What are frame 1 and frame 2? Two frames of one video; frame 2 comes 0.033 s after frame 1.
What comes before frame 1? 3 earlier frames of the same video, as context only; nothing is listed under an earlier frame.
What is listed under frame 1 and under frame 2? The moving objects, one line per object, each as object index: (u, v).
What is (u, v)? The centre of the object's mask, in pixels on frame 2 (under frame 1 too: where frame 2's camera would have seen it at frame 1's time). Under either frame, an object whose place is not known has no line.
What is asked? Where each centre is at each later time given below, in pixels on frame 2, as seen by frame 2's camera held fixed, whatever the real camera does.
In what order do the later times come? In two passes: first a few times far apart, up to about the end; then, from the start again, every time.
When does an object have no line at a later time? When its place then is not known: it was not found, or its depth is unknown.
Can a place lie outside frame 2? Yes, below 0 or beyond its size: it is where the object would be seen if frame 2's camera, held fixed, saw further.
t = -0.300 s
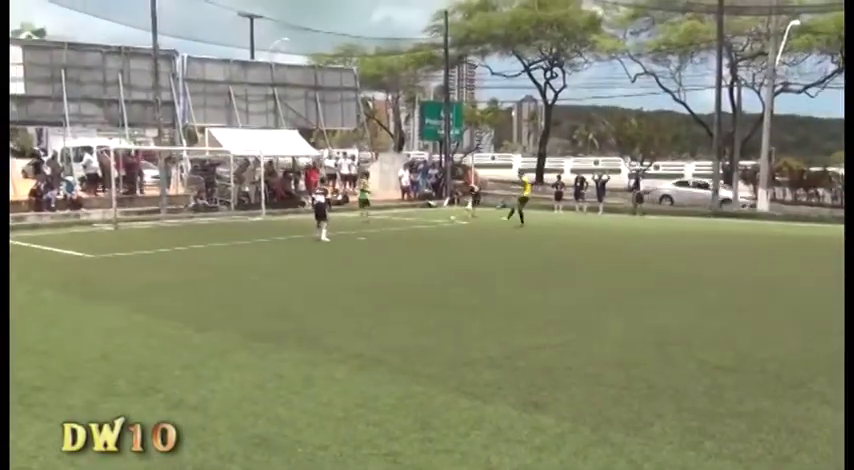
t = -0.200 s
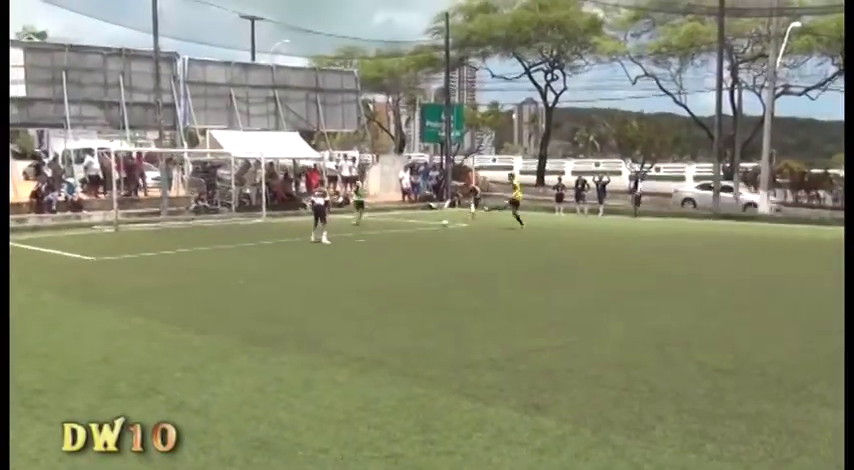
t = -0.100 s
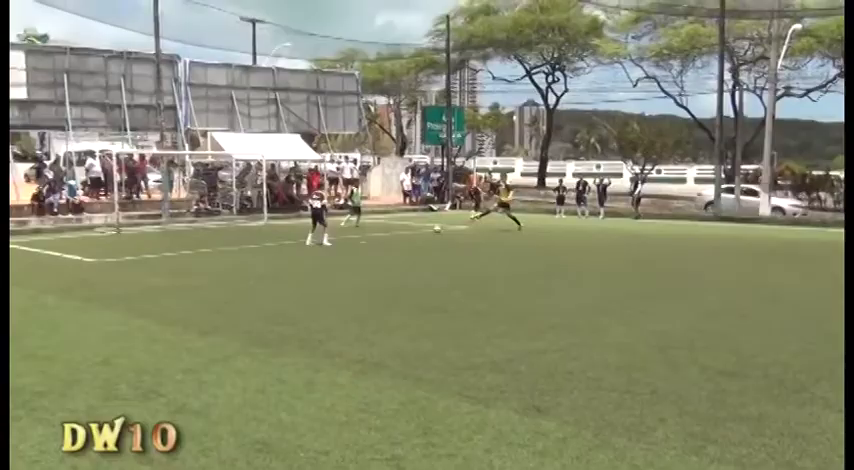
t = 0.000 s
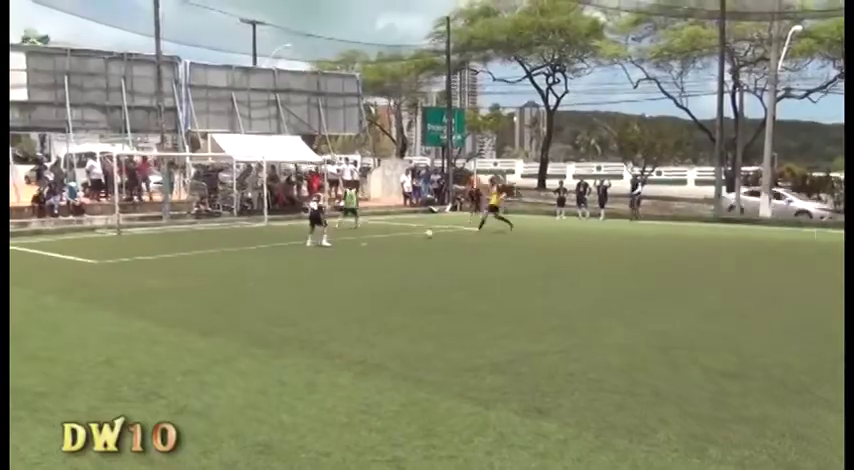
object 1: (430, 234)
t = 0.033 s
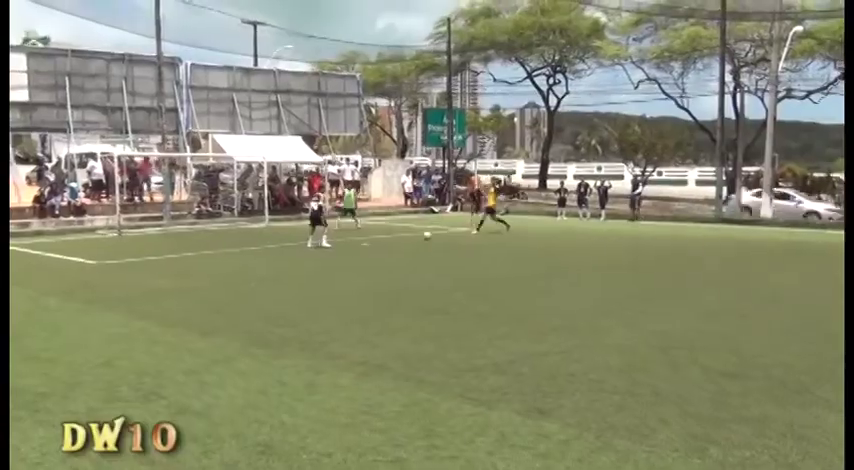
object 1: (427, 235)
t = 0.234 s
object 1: (409, 243)
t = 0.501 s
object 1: (385, 257)
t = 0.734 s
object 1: (361, 271)
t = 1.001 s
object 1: (326, 290)
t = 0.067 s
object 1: (423, 237)
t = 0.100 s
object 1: (421, 239)
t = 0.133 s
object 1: (418, 239)
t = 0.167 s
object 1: (415, 240)
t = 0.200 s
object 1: (412, 242)
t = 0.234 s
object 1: (409, 243)
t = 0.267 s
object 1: (407, 245)
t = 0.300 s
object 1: (403, 246)
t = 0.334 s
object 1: (401, 248)
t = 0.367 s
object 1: (398, 251)
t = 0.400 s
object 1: (395, 252)
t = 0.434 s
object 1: (391, 253)
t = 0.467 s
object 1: (388, 255)
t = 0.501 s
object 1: (385, 257)
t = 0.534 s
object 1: (382, 259)
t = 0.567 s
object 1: (379, 261)
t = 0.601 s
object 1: (375, 263)
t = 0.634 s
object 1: (372, 265)
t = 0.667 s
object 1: (368, 267)
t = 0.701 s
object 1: (364, 269)
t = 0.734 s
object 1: (361, 271)
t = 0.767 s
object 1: (357, 273)
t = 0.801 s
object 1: (352, 275)
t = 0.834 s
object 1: (349, 278)
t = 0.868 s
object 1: (344, 280)
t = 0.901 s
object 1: (340, 282)
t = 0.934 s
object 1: (335, 285)
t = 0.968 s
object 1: (331, 288)
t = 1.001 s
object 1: (326, 290)
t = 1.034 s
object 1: (321, 292)
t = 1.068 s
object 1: (315, 294)
